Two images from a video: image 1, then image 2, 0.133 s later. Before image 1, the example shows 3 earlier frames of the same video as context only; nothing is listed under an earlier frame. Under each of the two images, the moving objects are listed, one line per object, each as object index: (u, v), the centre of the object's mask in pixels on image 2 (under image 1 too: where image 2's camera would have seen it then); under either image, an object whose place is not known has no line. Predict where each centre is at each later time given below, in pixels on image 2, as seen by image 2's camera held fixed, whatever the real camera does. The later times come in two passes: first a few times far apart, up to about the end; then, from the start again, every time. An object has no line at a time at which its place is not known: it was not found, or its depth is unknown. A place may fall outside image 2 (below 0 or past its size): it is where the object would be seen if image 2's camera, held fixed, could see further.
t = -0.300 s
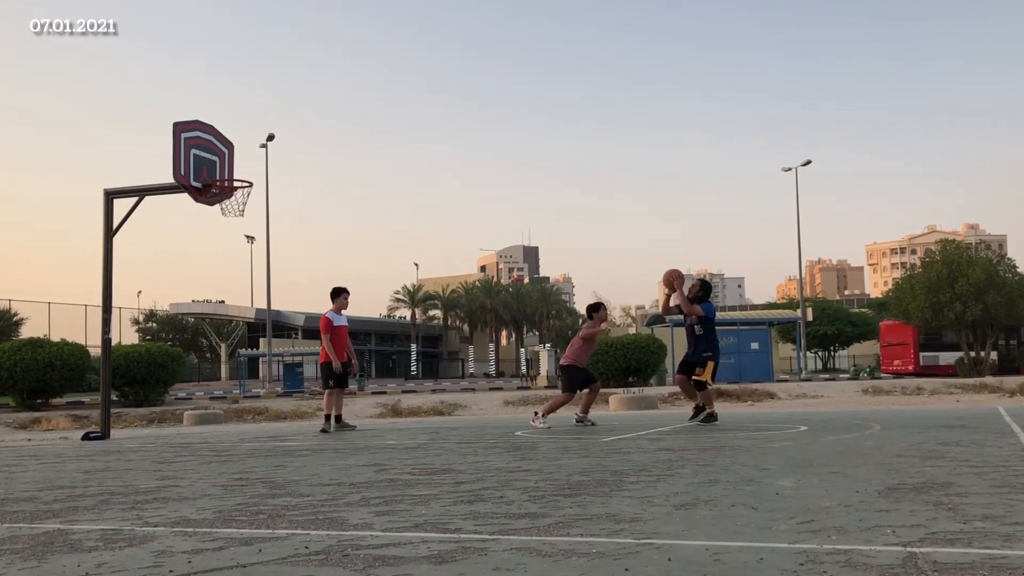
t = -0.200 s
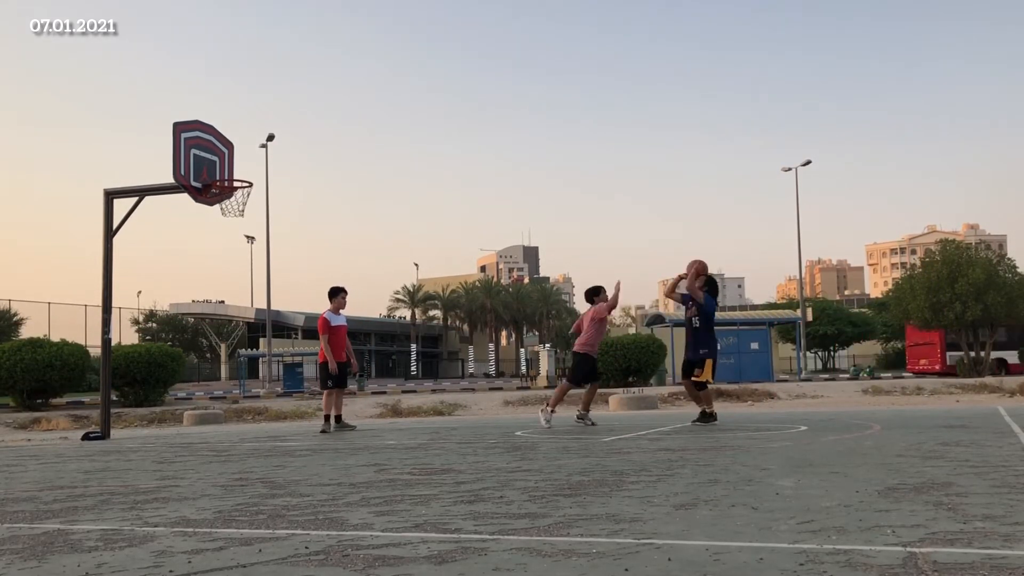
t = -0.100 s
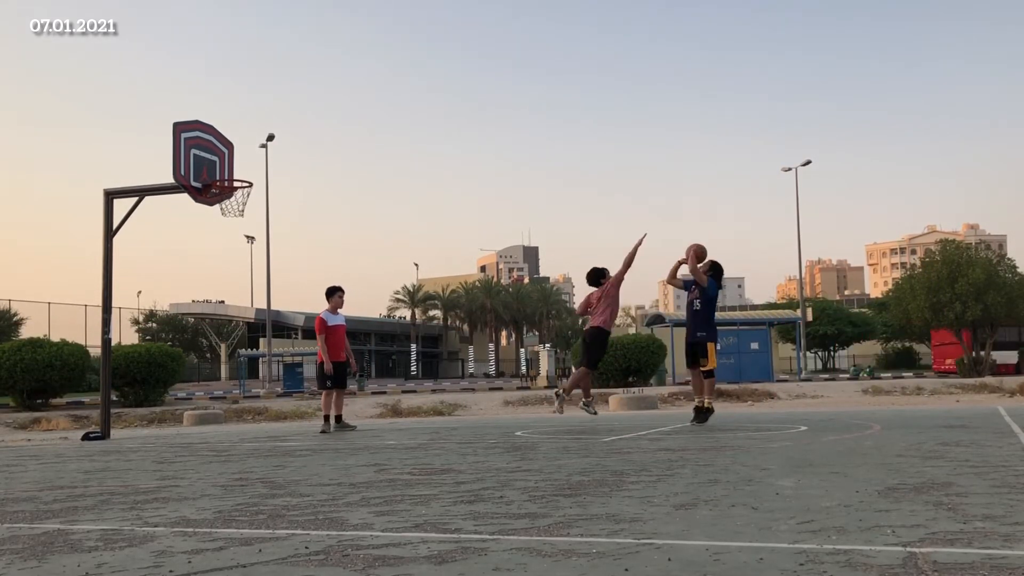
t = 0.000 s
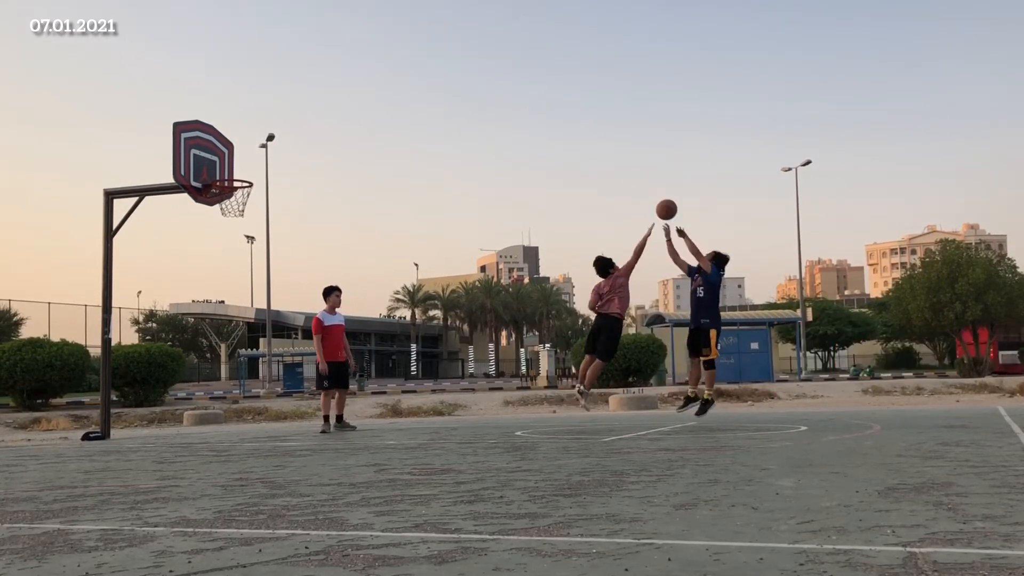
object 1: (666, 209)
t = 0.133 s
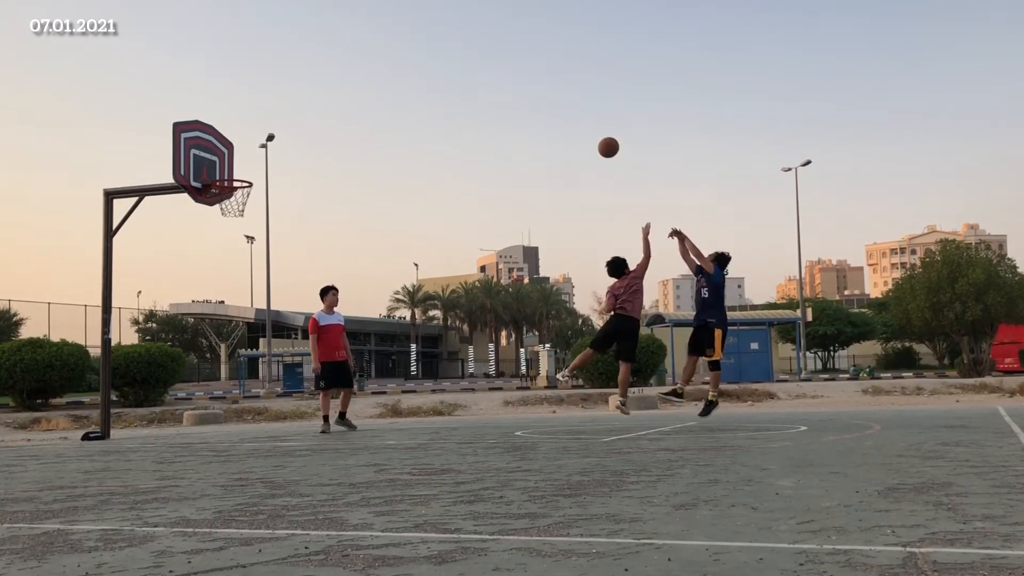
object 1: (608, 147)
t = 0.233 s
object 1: (566, 111)
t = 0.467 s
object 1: (471, 62)
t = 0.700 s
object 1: (380, 58)
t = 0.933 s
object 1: (293, 98)
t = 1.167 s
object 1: (211, 171)
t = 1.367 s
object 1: (218, 119)
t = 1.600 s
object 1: (241, 102)
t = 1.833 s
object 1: (264, 129)
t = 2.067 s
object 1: (289, 200)
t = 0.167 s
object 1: (594, 134)
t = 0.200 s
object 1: (580, 122)
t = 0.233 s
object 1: (566, 111)
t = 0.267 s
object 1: (552, 101)
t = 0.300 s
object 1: (539, 92)
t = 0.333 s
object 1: (525, 84)
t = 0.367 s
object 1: (511, 77)
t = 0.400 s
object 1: (498, 71)
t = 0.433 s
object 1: (484, 66)
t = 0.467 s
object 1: (471, 62)
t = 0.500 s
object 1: (458, 59)
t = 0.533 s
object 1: (445, 56)
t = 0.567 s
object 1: (432, 55)
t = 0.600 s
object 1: (419, 54)
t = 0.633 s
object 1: (406, 55)
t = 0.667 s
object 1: (393, 56)
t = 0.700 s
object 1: (380, 58)
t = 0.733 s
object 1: (367, 61)
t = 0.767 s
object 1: (355, 65)
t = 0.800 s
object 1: (342, 70)
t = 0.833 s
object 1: (330, 76)
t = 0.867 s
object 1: (317, 82)
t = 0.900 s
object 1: (305, 90)
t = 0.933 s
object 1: (293, 98)
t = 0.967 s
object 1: (280, 107)
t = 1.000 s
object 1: (268, 117)
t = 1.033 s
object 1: (256, 128)
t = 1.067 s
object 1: (244, 139)
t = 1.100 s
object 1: (234, 152)
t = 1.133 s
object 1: (219, 167)
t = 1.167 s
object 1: (211, 171)
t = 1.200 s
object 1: (206, 159)
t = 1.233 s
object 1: (205, 150)
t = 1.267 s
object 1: (207, 141)
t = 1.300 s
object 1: (212, 132)
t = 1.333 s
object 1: (215, 125)
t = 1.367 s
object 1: (218, 119)
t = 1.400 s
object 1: (222, 114)
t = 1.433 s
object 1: (225, 110)
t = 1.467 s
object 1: (228, 107)
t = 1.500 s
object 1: (231, 104)
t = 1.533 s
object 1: (235, 103)
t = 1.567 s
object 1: (238, 102)
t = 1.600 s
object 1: (241, 102)
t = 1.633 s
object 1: (244, 103)
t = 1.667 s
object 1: (247, 105)
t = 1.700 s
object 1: (251, 108)
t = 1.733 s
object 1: (254, 112)
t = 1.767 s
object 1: (258, 117)
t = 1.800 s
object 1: (261, 122)
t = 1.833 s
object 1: (264, 129)
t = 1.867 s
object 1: (268, 136)
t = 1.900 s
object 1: (271, 144)
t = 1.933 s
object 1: (275, 154)
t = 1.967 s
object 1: (279, 164)
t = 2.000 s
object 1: (282, 175)
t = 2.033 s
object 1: (286, 187)
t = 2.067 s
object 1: (289, 200)
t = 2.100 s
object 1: (293, 214)
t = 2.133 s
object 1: (297, 229)
